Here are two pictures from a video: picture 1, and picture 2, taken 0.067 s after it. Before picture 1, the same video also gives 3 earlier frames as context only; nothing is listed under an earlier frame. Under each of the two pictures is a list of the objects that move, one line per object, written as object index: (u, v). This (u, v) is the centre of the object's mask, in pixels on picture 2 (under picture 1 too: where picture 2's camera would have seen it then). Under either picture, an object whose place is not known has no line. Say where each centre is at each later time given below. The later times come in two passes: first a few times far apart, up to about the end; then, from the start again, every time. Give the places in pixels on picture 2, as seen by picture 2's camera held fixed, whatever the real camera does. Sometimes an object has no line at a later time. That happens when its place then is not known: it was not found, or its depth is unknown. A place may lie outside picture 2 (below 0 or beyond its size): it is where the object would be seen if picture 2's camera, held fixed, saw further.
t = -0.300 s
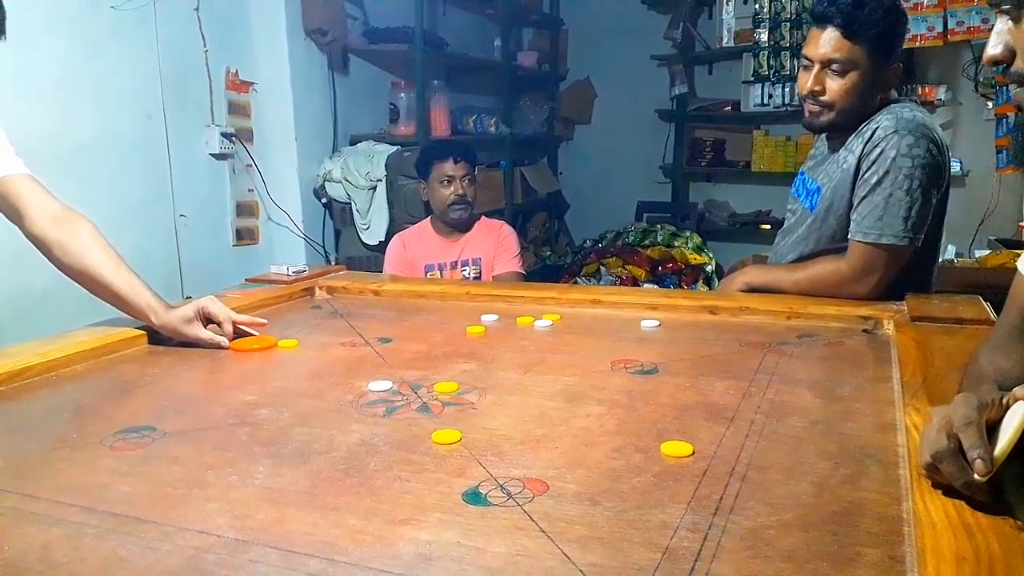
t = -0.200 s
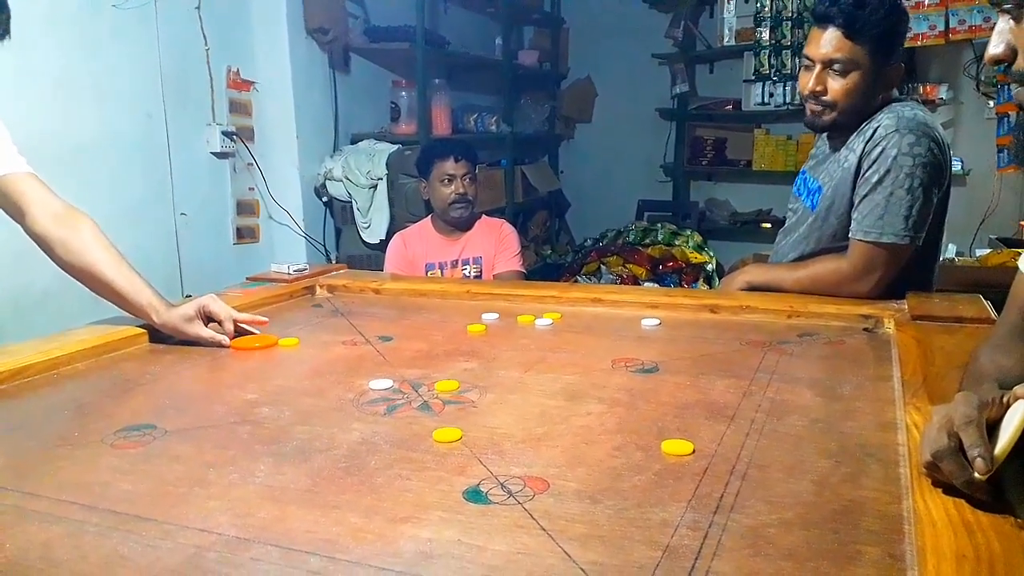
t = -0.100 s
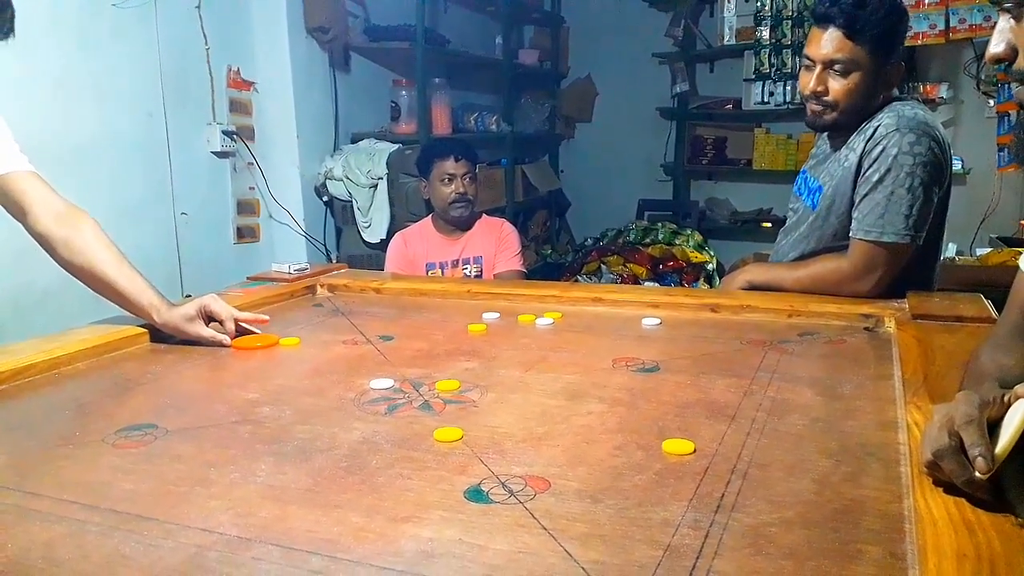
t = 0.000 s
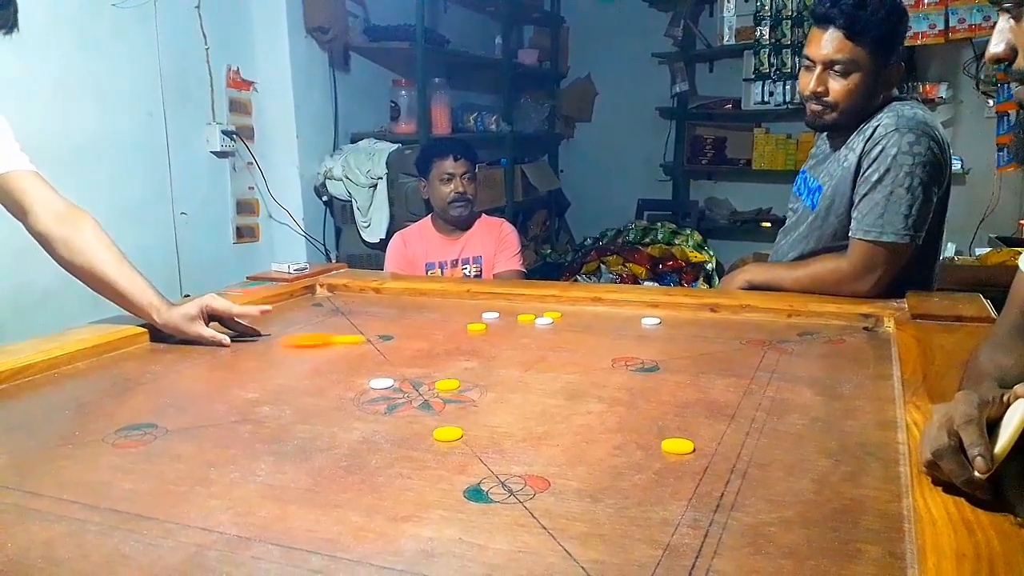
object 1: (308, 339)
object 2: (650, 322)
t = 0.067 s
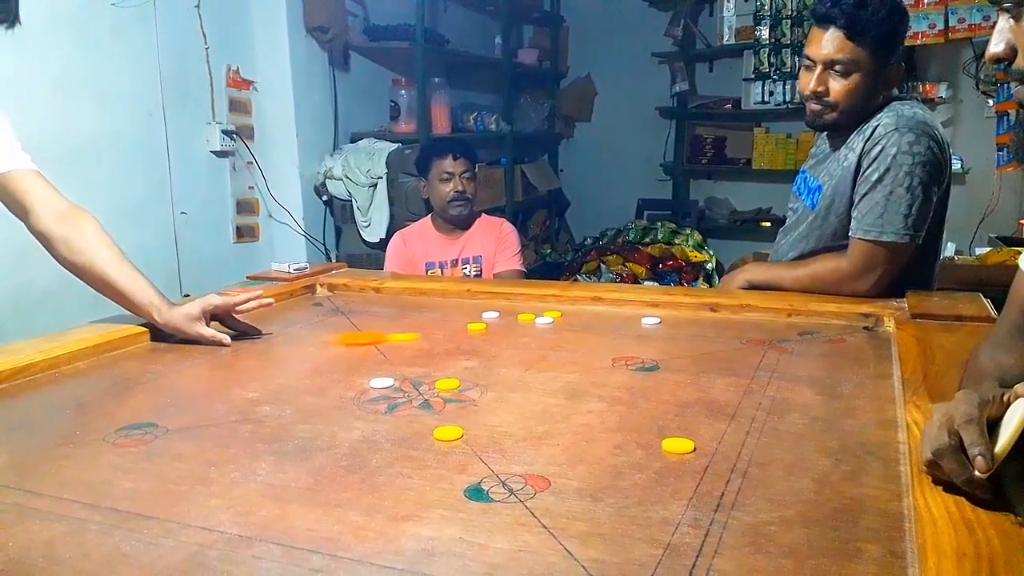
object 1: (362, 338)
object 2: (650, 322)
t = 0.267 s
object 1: (507, 334)
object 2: (650, 322)
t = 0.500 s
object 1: (669, 332)
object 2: (650, 321)
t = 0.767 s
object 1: (849, 329)
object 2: (650, 322)
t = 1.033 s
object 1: (765, 322)
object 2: (650, 323)
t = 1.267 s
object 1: (678, 318)
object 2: (645, 322)
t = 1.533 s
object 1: (610, 313)
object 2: (528, 330)
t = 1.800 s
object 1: (560, 309)
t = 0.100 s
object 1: (384, 338)
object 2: (650, 322)
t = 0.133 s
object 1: (410, 337)
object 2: (650, 322)
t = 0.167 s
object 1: (437, 336)
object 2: (650, 322)
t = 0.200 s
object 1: (456, 336)
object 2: (650, 322)
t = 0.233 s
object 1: (484, 335)
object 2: (650, 322)
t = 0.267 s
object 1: (507, 334)
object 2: (650, 322)
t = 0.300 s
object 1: (528, 334)
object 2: (650, 322)
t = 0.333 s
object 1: (552, 333)
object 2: (651, 322)
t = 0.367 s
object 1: (576, 333)
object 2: (651, 322)
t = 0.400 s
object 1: (599, 333)
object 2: (650, 322)
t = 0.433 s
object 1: (621, 332)
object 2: (651, 322)
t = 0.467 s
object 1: (645, 332)
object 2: (650, 321)
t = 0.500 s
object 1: (669, 332)
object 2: (650, 321)
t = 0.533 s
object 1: (693, 331)
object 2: (650, 322)
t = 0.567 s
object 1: (713, 331)
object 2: (650, 322)
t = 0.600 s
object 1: (735, 331)
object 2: (650, 322)
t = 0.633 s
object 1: (758, 331)
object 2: (650, 322)
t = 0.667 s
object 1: (778, 331)
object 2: (650, 322)
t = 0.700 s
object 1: (803, 330)
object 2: (650, 322)
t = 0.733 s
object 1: (825, 330)
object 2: (650, 322)
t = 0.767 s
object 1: (849, 329)
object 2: (650, 322)
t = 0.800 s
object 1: (864, 329)
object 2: (650, 323)
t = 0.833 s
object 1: (851, 327)
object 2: (650, 323)
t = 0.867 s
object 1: (837, 327)
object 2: (650, 322)
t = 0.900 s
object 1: (822, 326)
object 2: (650, 322)
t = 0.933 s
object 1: (806, 325)
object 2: (650, 322)
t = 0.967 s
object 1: (792, 326)
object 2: (650, 322)
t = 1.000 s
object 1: (779, 324)
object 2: (650, 323)
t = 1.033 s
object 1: (765, 322)
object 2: (650, 323)
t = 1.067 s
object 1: (753, 322)
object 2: (651, 322)
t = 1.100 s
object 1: (740, 321)
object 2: (651, 322)
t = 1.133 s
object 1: (727, 321)
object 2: (650, 322)
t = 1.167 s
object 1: (714, 320)
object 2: (650, 322)
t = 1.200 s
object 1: (700, 319)
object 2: (651, 322)
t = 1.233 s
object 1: (687, 318)
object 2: (650, 322)
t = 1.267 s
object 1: (678, 318)
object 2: (645, 322)
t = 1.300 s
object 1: (668, 317)
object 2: (631, 323)
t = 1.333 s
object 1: (658, 316)
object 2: (615, 324)
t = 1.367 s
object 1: (650, 315)
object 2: (601, 325)
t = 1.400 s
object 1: (641, 314)
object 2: (586, 326)
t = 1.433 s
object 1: (633, 314)
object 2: (571, 327)
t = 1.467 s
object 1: (626, 314)
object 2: (558, 327)
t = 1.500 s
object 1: (617, 313)
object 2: (543, 329)
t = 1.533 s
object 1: (610, 313)
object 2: (528, 330)
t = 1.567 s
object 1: (603, 312)
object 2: (514, 331)
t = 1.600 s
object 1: (595, 312)
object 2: (501, 331)
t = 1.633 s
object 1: (589, 311)
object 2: (489, 333)
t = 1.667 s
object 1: (582, 311)
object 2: (473, 335)
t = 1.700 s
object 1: (576, 310)
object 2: (459, 335)
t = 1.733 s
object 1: (570, 310)
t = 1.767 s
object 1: (567, 310)
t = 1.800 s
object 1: (560, 309)
